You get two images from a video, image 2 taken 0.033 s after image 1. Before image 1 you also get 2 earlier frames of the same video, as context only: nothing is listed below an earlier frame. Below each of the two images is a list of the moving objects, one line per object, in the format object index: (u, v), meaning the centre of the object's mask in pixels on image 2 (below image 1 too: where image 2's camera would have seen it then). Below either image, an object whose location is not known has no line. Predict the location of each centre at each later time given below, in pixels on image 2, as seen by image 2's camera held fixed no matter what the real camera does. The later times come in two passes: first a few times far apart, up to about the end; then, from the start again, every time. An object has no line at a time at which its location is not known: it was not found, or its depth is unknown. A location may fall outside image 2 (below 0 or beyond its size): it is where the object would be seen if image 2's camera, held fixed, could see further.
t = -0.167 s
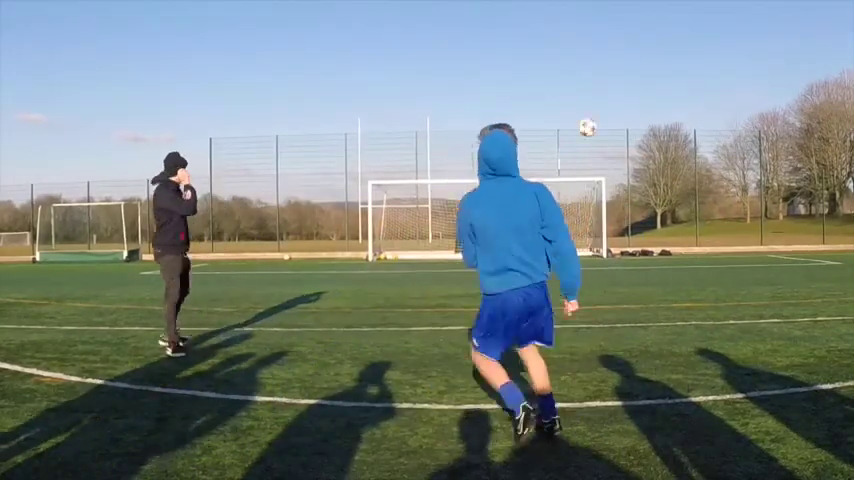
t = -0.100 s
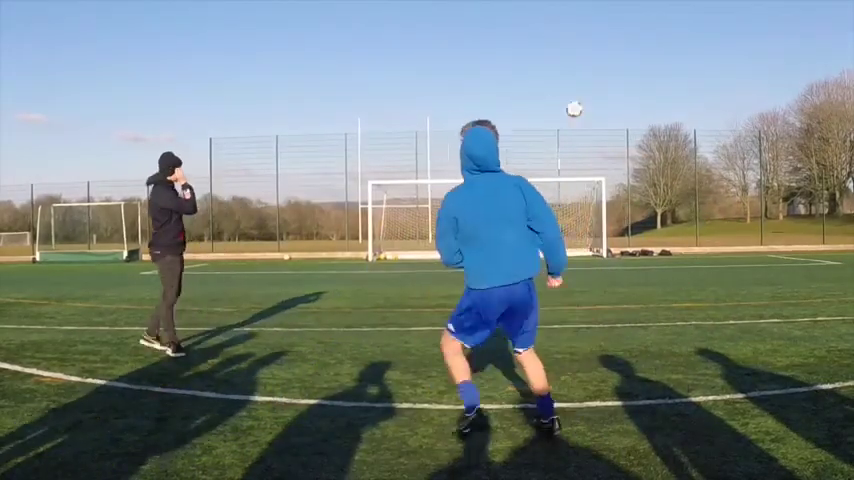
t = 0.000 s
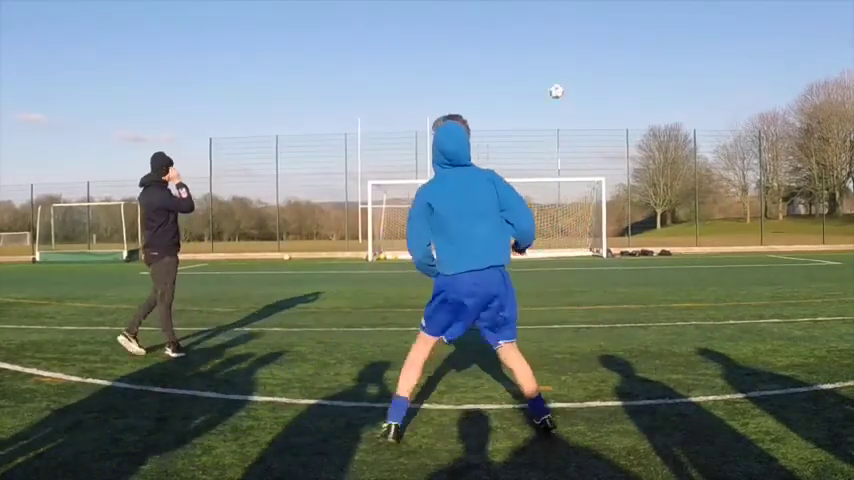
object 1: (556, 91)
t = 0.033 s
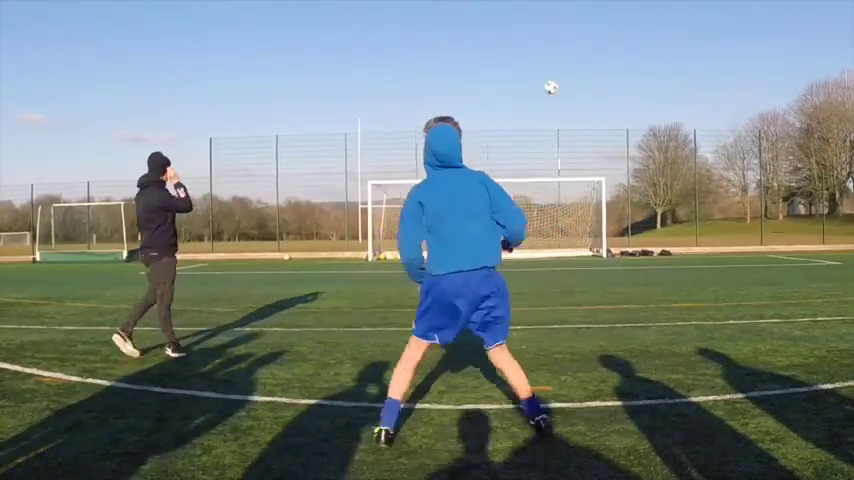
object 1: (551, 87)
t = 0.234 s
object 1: (523, 76)
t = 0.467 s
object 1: (495, 81)
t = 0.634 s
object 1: (476, 92)
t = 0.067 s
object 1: (545, 84)
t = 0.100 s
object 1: (540, 82)
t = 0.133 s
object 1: (535, 80)
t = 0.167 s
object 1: (531, 78)
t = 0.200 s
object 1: (527, 76)
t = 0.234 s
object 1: (523, 76)
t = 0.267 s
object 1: (519, 76)
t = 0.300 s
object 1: (514, 76)
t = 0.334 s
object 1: (510, 77)
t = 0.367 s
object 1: (506, 77)
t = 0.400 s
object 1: (502, 78)
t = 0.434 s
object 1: (499, 79)
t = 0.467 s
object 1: (495, 81)
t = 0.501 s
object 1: (491, 82)
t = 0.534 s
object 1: (487, 84)
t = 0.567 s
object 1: (483, 87)
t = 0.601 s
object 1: (479, 89)
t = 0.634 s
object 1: (476, 92)
